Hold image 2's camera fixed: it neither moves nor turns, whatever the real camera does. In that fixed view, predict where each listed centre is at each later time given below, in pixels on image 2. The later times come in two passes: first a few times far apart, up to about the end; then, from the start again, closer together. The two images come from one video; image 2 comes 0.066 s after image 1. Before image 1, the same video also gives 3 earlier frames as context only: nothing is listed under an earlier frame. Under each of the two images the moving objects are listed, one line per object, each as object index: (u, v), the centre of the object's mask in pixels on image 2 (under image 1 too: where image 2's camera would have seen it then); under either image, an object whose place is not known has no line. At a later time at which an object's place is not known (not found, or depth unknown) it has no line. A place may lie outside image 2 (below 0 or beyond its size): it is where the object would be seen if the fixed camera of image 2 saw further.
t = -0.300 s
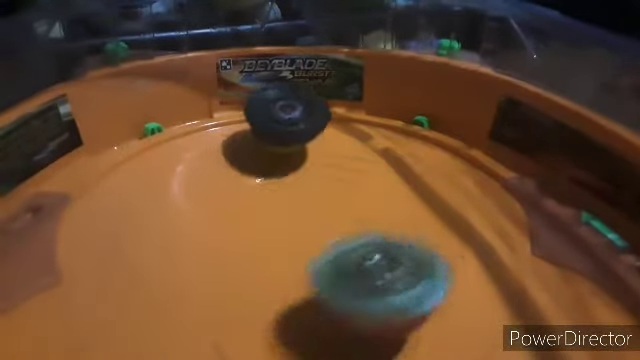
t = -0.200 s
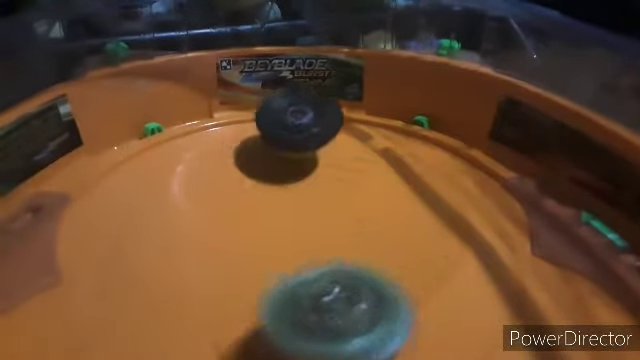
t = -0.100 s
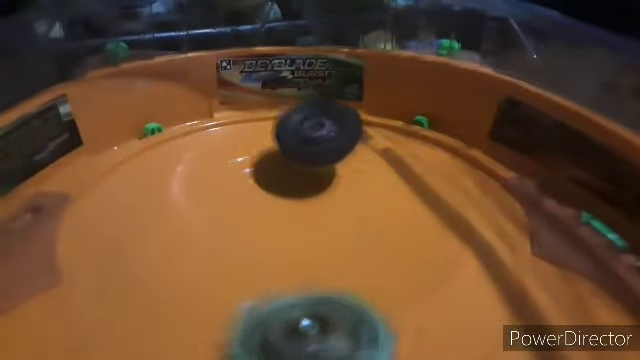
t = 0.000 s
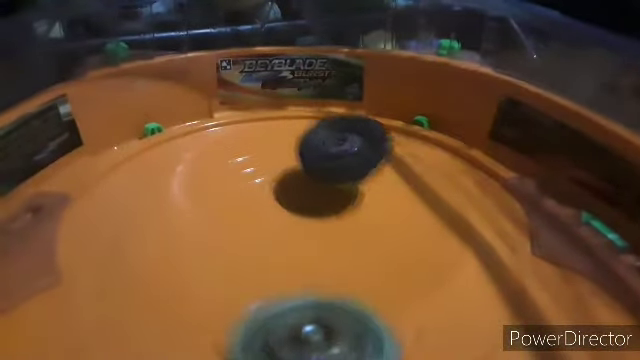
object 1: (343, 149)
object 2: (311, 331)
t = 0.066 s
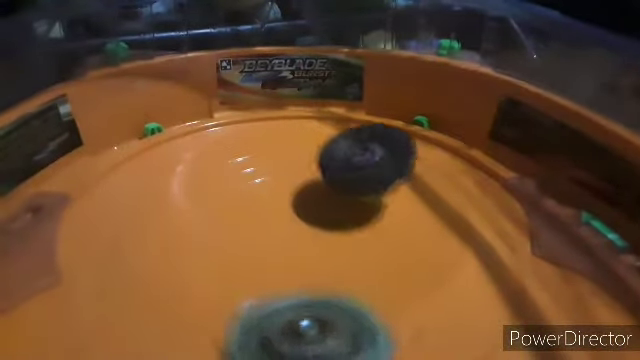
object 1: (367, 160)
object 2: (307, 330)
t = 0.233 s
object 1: (422, 180)
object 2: (288, 306)
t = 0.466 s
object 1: (450, 195)
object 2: (241, 254)
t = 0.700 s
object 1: (374, 213)
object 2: (221, 185)
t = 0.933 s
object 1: (244, 221)
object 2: (155, 159)
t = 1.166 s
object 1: (147, 217)
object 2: (235, 180)
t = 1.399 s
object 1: (172, 208)
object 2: (325, 156)
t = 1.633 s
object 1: (240, 169)
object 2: (334, 144)
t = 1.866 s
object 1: (255, 140)
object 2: (375, 167)
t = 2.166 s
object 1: (279, 154)
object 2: (425, 207)
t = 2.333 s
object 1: (321, 170)
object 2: (391, 223)
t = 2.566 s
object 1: (322, 160)
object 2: (343, 262)
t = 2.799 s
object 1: (306, 172)
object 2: (268, 250)
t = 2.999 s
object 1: (314, 179)
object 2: (186, 229)
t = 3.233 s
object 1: (324, 178)
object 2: (142, 190)
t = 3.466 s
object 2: (189, 179)
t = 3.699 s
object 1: (334, 203)
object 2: (267, 164)
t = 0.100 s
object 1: (378, 165)
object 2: (316, 329)
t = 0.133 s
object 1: (389, 170)
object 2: (320, 325)
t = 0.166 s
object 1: (401, 173)
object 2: (318, 320)
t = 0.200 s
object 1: (411, 177)
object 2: (305, 313)
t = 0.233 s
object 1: (422, 180)
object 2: (288, 306)
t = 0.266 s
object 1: (432, 183)
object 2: (269, 299)
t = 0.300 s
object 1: (440, 185)
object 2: (251, 289)
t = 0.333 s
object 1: (446, 188)
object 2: (228, 289)
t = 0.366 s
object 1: (450, 190)
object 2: (223, 281)
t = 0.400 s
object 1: (452, 192)
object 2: (227, 273)
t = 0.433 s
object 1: (452, 193)
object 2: (235, 263)
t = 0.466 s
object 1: (450, 195)
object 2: (241, 254)
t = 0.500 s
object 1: (445, 197)
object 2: (246, 243)
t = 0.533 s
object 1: (439, 199)
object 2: (248, 232)
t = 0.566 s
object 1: (429, 201)
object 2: (245, 221)
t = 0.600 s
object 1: (418, 205)
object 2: (242, 211)
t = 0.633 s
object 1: (406, 208)
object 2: (236, 202)
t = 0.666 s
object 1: (390, 211)
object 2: (228, 193)
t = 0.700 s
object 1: (374, 213)
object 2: (221, 185)
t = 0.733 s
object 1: (355, 216)
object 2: (217, 173)
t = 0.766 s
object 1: (338, 218)
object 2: (207, 164)
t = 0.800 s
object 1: (319, 220)
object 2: (194, 162)
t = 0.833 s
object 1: (300, 221)
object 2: (179, 158)
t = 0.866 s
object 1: (281, 222)
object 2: (167, 156)
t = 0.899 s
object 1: (262, 222)
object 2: (158, 157)
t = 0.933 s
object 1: (244, 221)
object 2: (155, 159)
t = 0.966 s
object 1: (227, 221)
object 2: (154, 162)
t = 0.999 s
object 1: (210, 220)
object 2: (154, 164)
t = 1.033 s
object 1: (194, 218)
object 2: (168, 161)
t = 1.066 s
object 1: (177, 216)
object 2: (181, 165)
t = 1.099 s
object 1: (166, 217)
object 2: (201, 168)
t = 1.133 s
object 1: (155, 217)
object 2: (222, 175)
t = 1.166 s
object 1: (147, 217)
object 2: (235, 180)
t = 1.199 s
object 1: (145, 216)
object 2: (249, 180)
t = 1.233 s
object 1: (143, 215)
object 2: (263, 178)
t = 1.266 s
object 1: (143, 214)
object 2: (279, 174)
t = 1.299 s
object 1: (146, 214)
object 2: (292, 170)
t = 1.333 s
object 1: (154, 213)
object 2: (304, 166)
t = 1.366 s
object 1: (162, 211)
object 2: (317, 161)
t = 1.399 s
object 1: (172, 208)
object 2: (325, 156)
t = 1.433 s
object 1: (181, 203)
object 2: (334, 151)
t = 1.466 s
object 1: (192, 198)
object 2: (338, 147)
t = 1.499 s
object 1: (202, 193)
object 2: (341, 143)
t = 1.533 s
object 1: (212, 188)
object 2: (342, 141)
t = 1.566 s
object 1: (222, 181)
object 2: (340, 140)
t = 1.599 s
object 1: (232, 175)
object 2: (336, 141)
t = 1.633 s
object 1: (240, 169)
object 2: (334, 144)
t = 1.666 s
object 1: (247, 162)
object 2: (333, 148)
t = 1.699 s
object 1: (252, 156)
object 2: (335, 153)
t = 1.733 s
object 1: (251, 152)
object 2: (339, 158)
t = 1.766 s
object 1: (252, 149)
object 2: (347, 163)
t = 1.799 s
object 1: (252, 145)
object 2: (360, 161)
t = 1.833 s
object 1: (255, 142)
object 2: (369, 162)
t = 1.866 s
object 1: (255, 140)
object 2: (375, 167)
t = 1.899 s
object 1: (255, 139)
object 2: (383, 173)
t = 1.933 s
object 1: (256, 139)
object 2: (391, 178)
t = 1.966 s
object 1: (257, 139)
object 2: (398, 181)
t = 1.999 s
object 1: (257, 139)
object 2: (403, 191)
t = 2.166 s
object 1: (279, 154)
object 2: (425, 207)
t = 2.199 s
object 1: (285, 158)
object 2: (424, 209)
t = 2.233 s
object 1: (293, 161)
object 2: (420, 211)
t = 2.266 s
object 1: (302, 165)
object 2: (412, 214)
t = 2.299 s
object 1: (312, 169)
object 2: (402, 219)
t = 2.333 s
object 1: (321, 170)
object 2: (391, 223)
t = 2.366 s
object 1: (323, 167)
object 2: (388, 231)
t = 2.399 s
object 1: (325, 165)
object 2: (382, 238)
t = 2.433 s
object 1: (326, 163)
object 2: (374, 245)
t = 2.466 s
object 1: (326, 161)
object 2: (368, 251)
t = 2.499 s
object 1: (325, 160)
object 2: (359, 256)
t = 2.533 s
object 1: (324, 160)
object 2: (351, 260)
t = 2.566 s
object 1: (322, 160)
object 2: (343, 262)
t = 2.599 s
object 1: (320, 161)
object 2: (332, 264)
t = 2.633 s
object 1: (317, 161)
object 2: (323, 261)
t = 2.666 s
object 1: (315, 163)
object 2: (314, 264)
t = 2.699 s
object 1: (312, 165)
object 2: (304, 264)
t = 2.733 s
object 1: (310, 167)
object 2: (292, 259)
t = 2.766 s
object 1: (308, 169)
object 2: (280, 255)
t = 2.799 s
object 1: (306, 172)
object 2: (268, 250)
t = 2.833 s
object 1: (303, 175)
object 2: (255, 247)
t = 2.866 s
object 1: (302, 177)
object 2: (245, 242)
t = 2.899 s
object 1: (301, 180)
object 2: (226, 244)
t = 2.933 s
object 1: (305, 180)
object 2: (211, 240)
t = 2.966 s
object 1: (310, 180)
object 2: (197, 235)
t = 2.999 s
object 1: (314, 179)
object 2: (186, 229)
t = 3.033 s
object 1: (317, 178)
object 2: (176, 224)
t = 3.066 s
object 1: (320, 178)
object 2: (167, 218)
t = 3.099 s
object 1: (321, 178)
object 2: (159, 212)
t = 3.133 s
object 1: (323, 178)
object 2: (153, 207)
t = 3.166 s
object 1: (323, 178)
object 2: (147, 201)
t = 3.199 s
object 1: (324, 178)
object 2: (144, 195)
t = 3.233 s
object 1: (324, 178)
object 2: (142, 190)
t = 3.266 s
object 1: (324, 178)
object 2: (141, 186)
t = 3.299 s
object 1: (324, 178)
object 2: (142, 184)
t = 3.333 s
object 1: (323, 179)
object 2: (146, 182)
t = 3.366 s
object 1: (322, 180)
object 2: (154, 181)
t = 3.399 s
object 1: (321, 181)
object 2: (163, 181)
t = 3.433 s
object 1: (321, 181)
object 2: (176, 180)
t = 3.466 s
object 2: (189, 179)
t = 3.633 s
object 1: (322, 195)
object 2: (245, 168)
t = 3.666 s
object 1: (328, 199)
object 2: (256, 166)
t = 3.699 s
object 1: (334, 203)
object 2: (267, 164)
